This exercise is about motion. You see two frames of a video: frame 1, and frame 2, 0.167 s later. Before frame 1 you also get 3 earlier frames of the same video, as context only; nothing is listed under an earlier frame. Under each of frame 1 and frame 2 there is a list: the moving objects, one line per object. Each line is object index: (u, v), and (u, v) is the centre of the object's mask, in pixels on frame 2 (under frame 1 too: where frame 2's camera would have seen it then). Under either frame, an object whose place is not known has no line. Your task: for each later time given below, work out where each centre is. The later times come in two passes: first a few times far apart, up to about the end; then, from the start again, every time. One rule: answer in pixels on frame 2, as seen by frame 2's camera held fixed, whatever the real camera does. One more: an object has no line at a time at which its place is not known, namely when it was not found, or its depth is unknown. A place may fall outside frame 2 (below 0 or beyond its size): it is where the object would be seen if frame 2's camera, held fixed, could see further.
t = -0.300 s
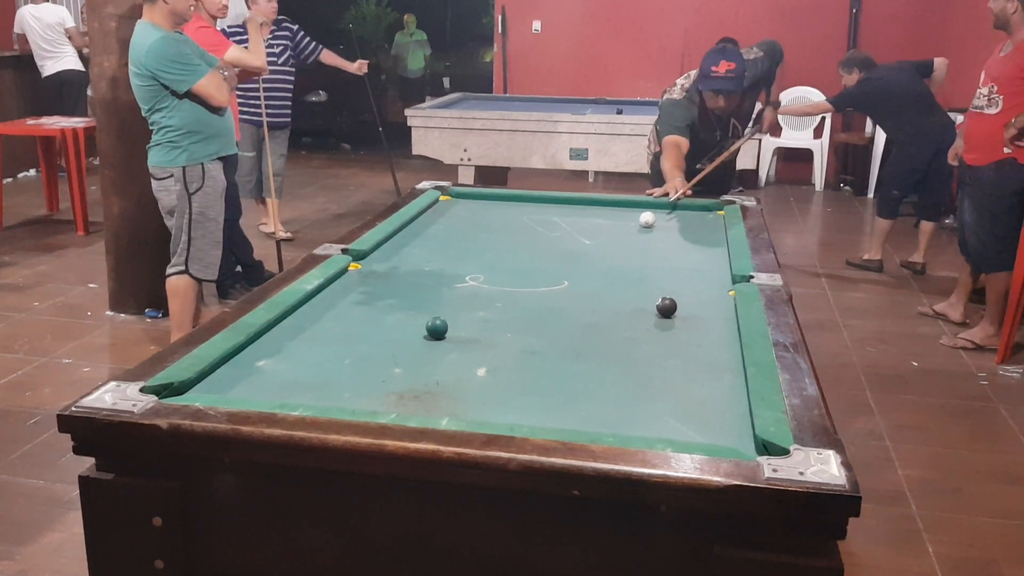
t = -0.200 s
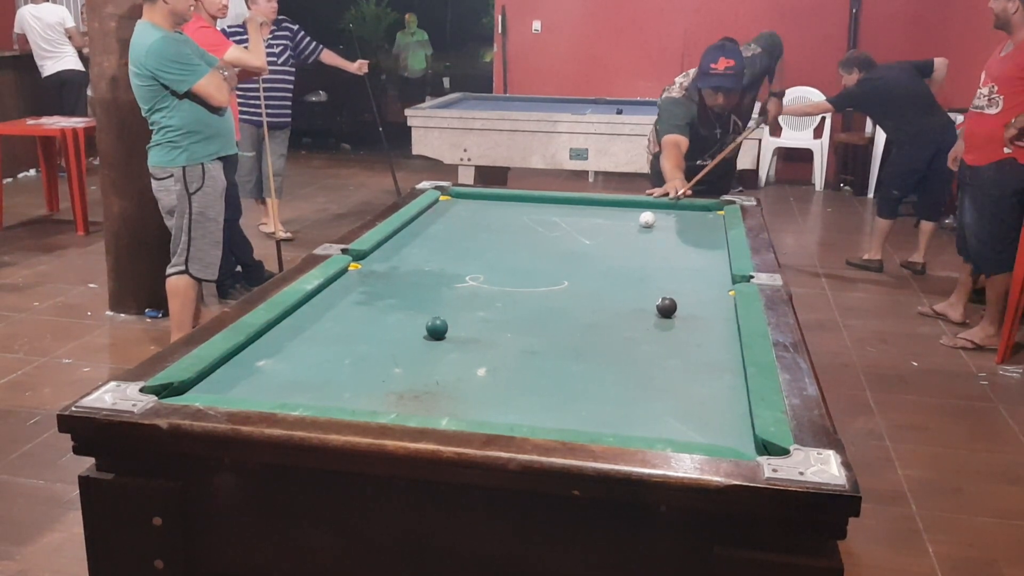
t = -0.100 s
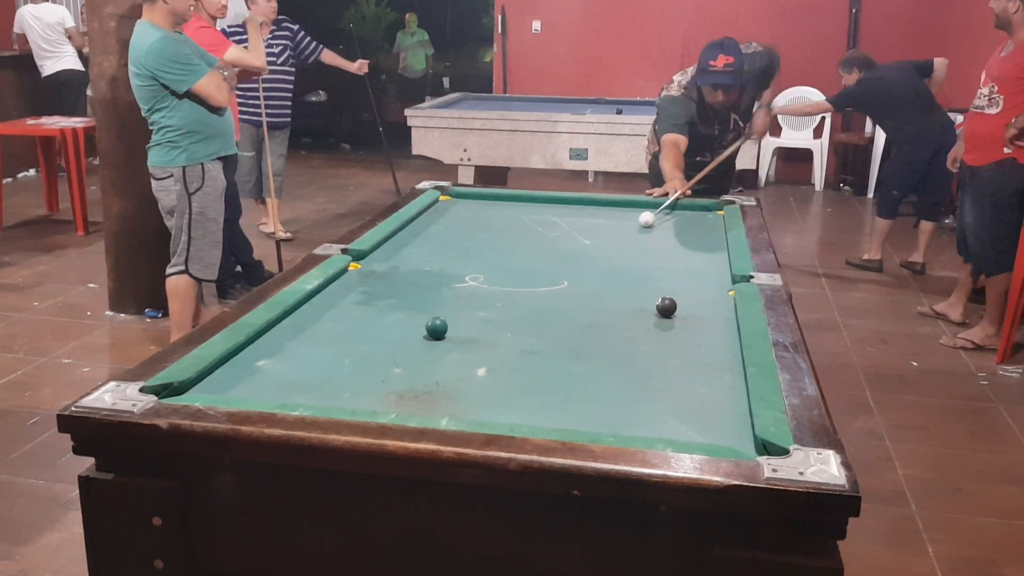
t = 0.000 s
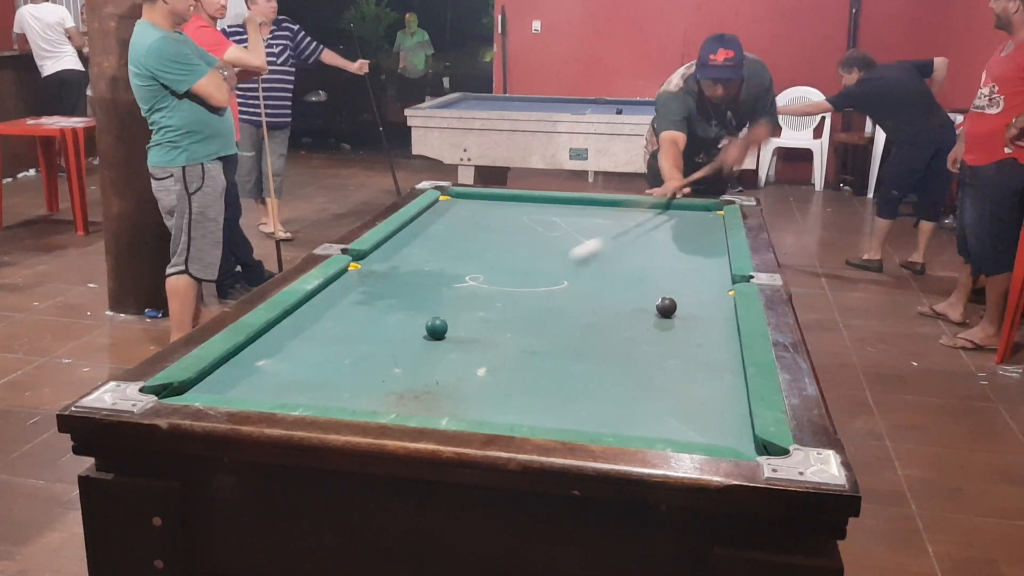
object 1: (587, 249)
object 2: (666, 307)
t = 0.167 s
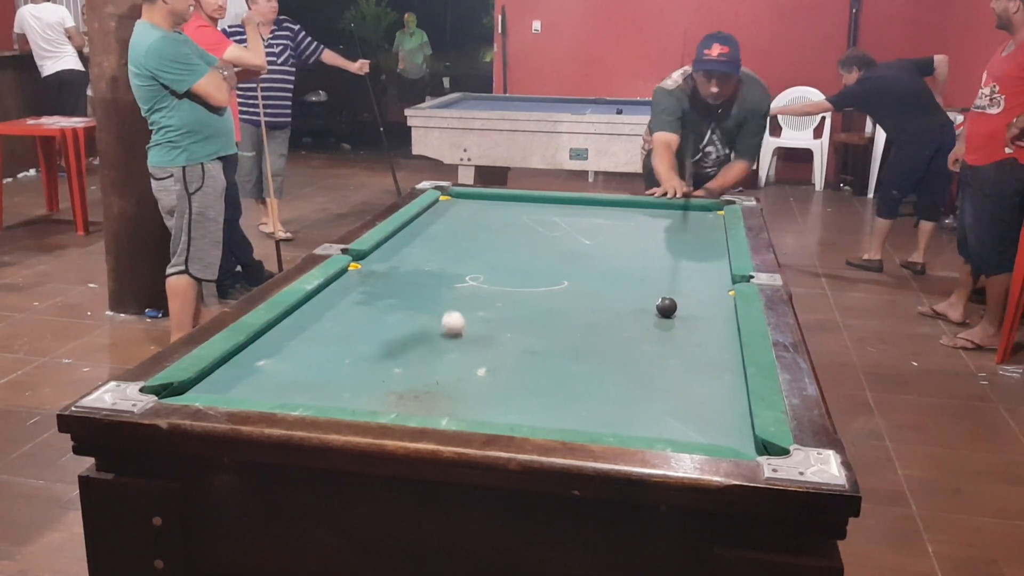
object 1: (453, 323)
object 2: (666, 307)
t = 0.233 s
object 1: (455, 334)
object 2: (666, 307)
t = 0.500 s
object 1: (460, 370)
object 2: (666, 307)
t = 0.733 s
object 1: (466, 405)
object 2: (666, 307)
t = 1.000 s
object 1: (507, 395)
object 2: (666, 307)
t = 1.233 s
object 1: (544, 374)
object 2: (666, 307)
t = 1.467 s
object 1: (577, 356)
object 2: (666, 307)
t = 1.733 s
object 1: (611, 337)
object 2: (666, 307)
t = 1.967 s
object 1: (636, 323)
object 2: (666, 307)
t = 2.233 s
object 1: (660, 311)
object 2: (673, 303)
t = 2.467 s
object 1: (668, 308)
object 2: (682, 296)
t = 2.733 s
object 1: (676, 305)
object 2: (693, 289)
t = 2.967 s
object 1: (681, 302)
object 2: (702, 283)
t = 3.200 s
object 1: (685, 300)
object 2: (710, 278)
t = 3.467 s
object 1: (689, 298)
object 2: (718, 273)
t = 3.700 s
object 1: (691, 297)
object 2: (721, 269)
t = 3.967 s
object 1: (692, 296)
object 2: (715, 265)
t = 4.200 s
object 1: (691, 295)
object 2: (710, 262)
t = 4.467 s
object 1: (692, 295)
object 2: (706, 259)
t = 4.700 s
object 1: (692, 295)
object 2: (703, 257)
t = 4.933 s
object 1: (692, 295)
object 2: (700, 256)
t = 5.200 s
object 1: (692, 295)
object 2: (697, 255)
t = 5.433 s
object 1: (692, 295)
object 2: (695, 254)
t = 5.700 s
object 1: (692, 295)
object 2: (694, 254)
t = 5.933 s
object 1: (692, 295)
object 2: (694, 254)
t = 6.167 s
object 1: (692, 295)
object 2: (694, 254)
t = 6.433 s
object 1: (692, 295)
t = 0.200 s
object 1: (454, 329)
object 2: (666, 307)
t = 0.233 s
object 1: (455, 334)
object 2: (666, 307)
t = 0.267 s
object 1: (456, 337)
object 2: (666, 307)
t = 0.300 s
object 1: (456, 342)
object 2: (666, 307)
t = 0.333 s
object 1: (456, 347)
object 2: (666, 307)
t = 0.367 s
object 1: (457, 351)
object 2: (666, 307)
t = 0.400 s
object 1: (458, 356)
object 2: (666, 307)
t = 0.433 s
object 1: (459, 360)
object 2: (666, 307)
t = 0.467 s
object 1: (460, 364)
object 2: (666, 307)
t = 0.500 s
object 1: (460, 370)
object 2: (666, 307)
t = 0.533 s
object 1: (460, 375)
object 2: (666, 307)
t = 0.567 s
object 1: (461, 380)
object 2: (666, 307)
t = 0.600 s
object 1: (462, 385)
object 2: (666, 307)
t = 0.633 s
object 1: (463, 391)
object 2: (666, 307)
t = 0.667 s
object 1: (464, 396)
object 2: (666, 307)
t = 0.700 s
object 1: (464, 402)
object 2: (666, 307)
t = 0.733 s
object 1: (466, 405)
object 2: (666, 307)
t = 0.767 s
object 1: (467, 408)
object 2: (666, 307)
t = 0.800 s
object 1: (469, 410)
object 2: (666, 307)
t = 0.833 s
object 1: (476, 408)
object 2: (666, 307)
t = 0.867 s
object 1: (483, 407)
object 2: (666, 307)
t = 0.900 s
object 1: (489, 405)
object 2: (666, 307)
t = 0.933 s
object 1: (495, 402)
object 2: (666, 307)
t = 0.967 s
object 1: (500, 399)
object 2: (666, 307)
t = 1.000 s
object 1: (507, 395)
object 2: (666, 307)
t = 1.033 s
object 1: (513, 392)
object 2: (666, 307)
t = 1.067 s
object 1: (518, 389)
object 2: (666, 307)
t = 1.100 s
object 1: (523, 386)
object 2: (666, 307)
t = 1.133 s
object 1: (529, 383)
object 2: (666, 307)
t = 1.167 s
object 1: (534, 380)
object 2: (666, 307)
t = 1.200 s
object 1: (539, 377)
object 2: (666, 307)
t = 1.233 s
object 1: (544, 374)
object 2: (666, 307)
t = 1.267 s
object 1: (550, 371)
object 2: (666, 307)
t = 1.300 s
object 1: (555, 368)
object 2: (666, 307)
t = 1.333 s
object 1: (559, 366)
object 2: (666, 307)
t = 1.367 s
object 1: (564, 363)
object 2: (666, 307)
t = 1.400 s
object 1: (569, 361)
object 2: (666, 307)
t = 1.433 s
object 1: (573, 358)
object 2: (666, 307)
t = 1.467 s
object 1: (577, 356)
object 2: (666, 307)
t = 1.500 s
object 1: (582, 353)
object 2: (666, 307)
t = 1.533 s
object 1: (586, 351)
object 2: (666, 307)
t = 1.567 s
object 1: (591, 348)
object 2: (666, 307)
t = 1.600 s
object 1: (595, 346)
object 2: (666, 307)
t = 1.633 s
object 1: (599, 344)
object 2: (666, 307)
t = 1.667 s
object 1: (603, 341)
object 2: (666, 307)
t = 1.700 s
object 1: (607, 339)
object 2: (666, 307)
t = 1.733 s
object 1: (611, 337)
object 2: (666, 307)
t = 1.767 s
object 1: (614, 335)
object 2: (666, 307)
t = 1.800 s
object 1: (618, 333)
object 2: (666, 307)
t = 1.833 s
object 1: (622, 331)
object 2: (666, 307)
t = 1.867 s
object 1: (626, 329)
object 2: (666, 307)
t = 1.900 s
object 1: (629, 328)
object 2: (666, 307)
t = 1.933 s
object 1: (633, 325)
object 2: (666, 307)
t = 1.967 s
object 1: (636, 323)
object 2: (666, 307)
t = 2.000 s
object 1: (640, 322)
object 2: (666, 307)
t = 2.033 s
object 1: (643, 320)
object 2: (666, 307)
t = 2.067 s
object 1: (646, 318)
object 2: (666, 307)
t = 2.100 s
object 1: (650, 317)
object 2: (667, 306)
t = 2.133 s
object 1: (653, 315)
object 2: (669, 306)
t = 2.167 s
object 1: (656, 313)
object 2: (670, 305)
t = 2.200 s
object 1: (658, 312)
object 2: (671, 304)
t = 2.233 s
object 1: (660, 311)
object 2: (673, 303)
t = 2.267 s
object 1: (661, 311)
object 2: (674, 302)
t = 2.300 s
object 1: (662, 310)
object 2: (675, 301)
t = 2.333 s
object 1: (663, 310)
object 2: (677, 300)
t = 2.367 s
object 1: (665, 309)
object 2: (678, 299)
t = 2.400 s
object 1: (666, 309)
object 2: (680, 298)
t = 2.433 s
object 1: (667, 308)
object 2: (681, 297)
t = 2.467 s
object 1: (668, 308)
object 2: (682, 296)
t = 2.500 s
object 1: (669, 308)
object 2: (684, 295)
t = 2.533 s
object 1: (670, 307)
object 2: (685, 294)
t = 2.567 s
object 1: (671, 307)
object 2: (686, 294)
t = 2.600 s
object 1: (672, 307)
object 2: (688, 293)
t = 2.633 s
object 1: (673, 306)
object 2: (689, 292)
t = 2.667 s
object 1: (674, 306)
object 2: (691, 291)
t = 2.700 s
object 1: (675, 305)
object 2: (692, 290)
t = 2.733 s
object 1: (676, 305)
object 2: (693, 289)
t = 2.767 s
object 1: (677, 305)
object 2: (694, 289)
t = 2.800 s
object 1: (677, 304)
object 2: (696, 288)
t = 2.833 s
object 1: (678, 304)
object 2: (697, 287)
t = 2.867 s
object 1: (679, 303)
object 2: (698, 286)
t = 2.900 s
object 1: (680, 303)
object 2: (700, 285)
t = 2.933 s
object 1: (681, 303)
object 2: (701, 284)
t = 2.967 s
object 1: (681, 302)
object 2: (702, 283)
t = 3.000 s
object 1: (682, 302)
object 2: (703, 283)
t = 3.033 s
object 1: (682, 302)
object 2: (704, 282)
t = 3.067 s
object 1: (683, 302)
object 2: (705, 281)
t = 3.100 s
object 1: (683, 301)
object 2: (707, 280)
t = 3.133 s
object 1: (684, 301)
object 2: (708, 279)
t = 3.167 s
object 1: (685, 301)
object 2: (709, 279)
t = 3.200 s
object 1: (685, 300)
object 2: (710, 278)
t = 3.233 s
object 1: (686, 300)
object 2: (711, 277)
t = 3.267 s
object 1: (686, 300)
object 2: (712, 277)
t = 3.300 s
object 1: (687, 300)
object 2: (713, 276)
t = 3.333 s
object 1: (687, 299)
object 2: (714, 275)
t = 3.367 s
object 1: (688, 299)
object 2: (715, 275)
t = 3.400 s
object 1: (689, 299)
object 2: (716, 274)
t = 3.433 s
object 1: (689, 299)
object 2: (717, 273)
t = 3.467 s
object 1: (689, 298)
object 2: (718, 273)
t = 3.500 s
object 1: (690, 298)
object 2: (719, 272)
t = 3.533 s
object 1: (690, 298)
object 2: (720, 272)
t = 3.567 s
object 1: (690, 298)
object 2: (721, 271)
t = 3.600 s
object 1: (690, 297)
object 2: (722, 270)
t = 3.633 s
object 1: (691, 297)
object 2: (722, 270)
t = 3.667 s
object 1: (691, 297)
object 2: (722, 269)
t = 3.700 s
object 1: (691, 297)
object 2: (721, 269)
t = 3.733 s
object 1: (691, 296)
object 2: (720, 268)
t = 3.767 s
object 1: (691, 297)
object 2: (719, 268)
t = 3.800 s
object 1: (691, 296)
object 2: (719, 267)
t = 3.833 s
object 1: (691, 296)
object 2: (718, 267)
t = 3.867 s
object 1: (691, 296)
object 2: (717, 266)
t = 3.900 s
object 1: (691, 296)
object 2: (716, 266)
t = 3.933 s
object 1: (691, 296)
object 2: (716, 266)
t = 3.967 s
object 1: (692, 296)
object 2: (715, 265)
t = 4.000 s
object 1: (692, 296)
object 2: (714, 265)
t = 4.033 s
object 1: (692, 296)
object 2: (714, 264)
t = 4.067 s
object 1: (692, 295)
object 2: (713, 264)
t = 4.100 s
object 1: (692, 295)
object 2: (712, 263)
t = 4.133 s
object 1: (692, 295)
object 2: (711, 263)
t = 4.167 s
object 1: (692, 295)
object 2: (711, 263)
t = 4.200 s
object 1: (691, 295)
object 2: (710, 262)
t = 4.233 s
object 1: (691, 295)
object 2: (709, 262)
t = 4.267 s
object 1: (691, 295)
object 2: (709, 261)
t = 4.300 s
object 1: (691, 295)
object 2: (708, 261)
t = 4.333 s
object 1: (692, 295)
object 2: (707, 260)
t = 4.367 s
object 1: (692, 295)
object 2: (707, 260)
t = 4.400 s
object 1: (692, 295)
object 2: (706, 260)
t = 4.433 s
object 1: (692, 295)
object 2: (706, 260)
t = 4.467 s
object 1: (692, 295)
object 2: (706, 259)
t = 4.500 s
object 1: (692, 295)
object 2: (705, 259)
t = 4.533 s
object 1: (692, 295)
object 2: (705, 259)
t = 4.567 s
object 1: (692, 295)
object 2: (704, 258)
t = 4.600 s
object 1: (692, 295)
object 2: (704, 258)
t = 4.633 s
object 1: (692, 295)
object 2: (703, 258)
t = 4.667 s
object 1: (692, 295)
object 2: (703, 258)
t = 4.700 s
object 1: (692, 295)
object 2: (703, 257)
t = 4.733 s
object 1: (692, 295)
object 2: (702, 257)
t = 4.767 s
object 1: (692, 295)
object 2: (702, 257)
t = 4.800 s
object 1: (692, 295)
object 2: (701, 257)
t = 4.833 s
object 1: (692, 295)
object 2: (701, 257)
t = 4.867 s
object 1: (692, 295)
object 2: (701, 256)
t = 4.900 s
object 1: (692, 295)
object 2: (700, 256)
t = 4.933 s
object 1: (692, 295)
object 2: (700, 256)
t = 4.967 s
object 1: (692, 295)
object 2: (700, 256)
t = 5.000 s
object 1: (692, 295)
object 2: (699, 256)
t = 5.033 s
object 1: (692, 295)
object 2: (699, 256)
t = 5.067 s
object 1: (692, 295)
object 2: (699, 256)
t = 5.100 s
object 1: (692, 295)
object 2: (698, 256)
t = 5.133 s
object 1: (692, 295)
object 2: (698, 255)
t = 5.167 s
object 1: (692, 295)
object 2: (697, 255)
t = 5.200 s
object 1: (692, 295)
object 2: (697, 255)
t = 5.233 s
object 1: (692, 295)
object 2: (697, 255)
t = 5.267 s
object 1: (692, 295)
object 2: (696, 255)
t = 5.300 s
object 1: (692, 295)
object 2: (696, 255)
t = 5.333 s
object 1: (692, 295)
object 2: (696, 255)
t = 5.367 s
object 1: (692, 295)
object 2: (695, 255)
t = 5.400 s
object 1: (692, 295)
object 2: (695, 254)
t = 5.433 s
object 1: (692, 295)
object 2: (695, 254)
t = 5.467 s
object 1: (692, 295)
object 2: (695, 254)
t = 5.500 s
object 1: (692, 295)
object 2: (695, 254)
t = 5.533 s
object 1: (692, 295)
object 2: (695, 254)
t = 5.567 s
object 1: (692, 295)
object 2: (695, 254)
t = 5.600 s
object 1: (692, 295)
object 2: (694, 254)
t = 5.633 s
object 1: (692, 295)
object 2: (694, 254)
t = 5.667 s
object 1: (692, 295)
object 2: (694, 254)
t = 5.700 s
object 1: (692, 295)
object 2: (694, 254)
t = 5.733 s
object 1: (691, 295)
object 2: (694, 254)
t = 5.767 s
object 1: (692, 295)
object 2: (694, 254)
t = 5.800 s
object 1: (692, 295)
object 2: (694, 254)
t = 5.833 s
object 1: (692, 295)
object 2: (694, 254)
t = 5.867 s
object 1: (691, 295)
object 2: (694, 254)
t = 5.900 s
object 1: (692, 295)
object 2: (694, 254)
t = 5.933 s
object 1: (692, 295)
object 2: (694, 254)
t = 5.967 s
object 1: (691, 295)
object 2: (694, 254)
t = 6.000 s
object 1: (692, 295)
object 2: (694, 254)
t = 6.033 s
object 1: (692, 295)
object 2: (694, 254)
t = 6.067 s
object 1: (692, 295)
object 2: (694, 254)
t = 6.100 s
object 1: (692, 295)
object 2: (694, 254)
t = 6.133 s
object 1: (692, 295)
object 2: (694, 254)
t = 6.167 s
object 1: (692, 295)
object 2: (694, 254)
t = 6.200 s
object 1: (692, 295)
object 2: (694, 254)
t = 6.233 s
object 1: (692, 295)
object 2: (694, 254)
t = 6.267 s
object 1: (691, 295)
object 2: (694, 254)
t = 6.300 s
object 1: (692, 295)
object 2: (694, 254)
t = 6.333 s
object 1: (692, 295)
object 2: (694, 254)
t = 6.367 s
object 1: (692, 295)
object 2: (694, 254)
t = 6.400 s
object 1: (692, 295)
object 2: (694, 254)
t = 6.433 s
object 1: (692, 295)
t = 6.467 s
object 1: (692, 295)
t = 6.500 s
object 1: (692, 295)
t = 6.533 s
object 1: (692, 295)
